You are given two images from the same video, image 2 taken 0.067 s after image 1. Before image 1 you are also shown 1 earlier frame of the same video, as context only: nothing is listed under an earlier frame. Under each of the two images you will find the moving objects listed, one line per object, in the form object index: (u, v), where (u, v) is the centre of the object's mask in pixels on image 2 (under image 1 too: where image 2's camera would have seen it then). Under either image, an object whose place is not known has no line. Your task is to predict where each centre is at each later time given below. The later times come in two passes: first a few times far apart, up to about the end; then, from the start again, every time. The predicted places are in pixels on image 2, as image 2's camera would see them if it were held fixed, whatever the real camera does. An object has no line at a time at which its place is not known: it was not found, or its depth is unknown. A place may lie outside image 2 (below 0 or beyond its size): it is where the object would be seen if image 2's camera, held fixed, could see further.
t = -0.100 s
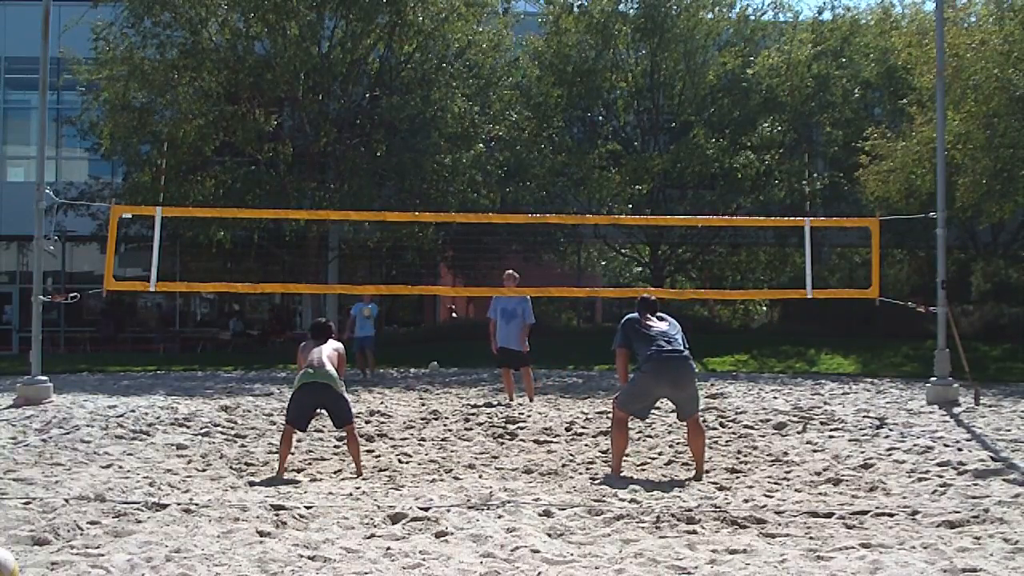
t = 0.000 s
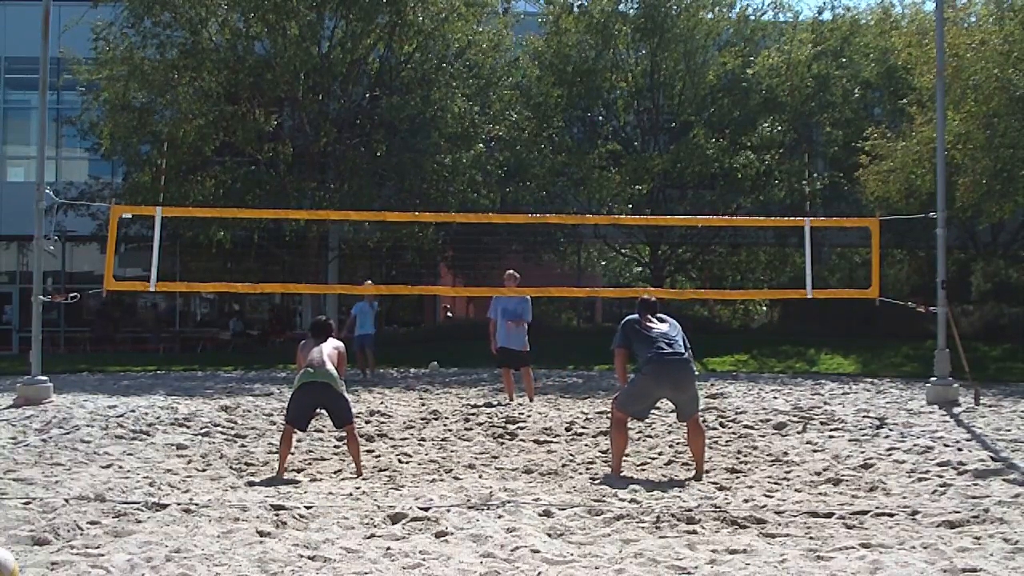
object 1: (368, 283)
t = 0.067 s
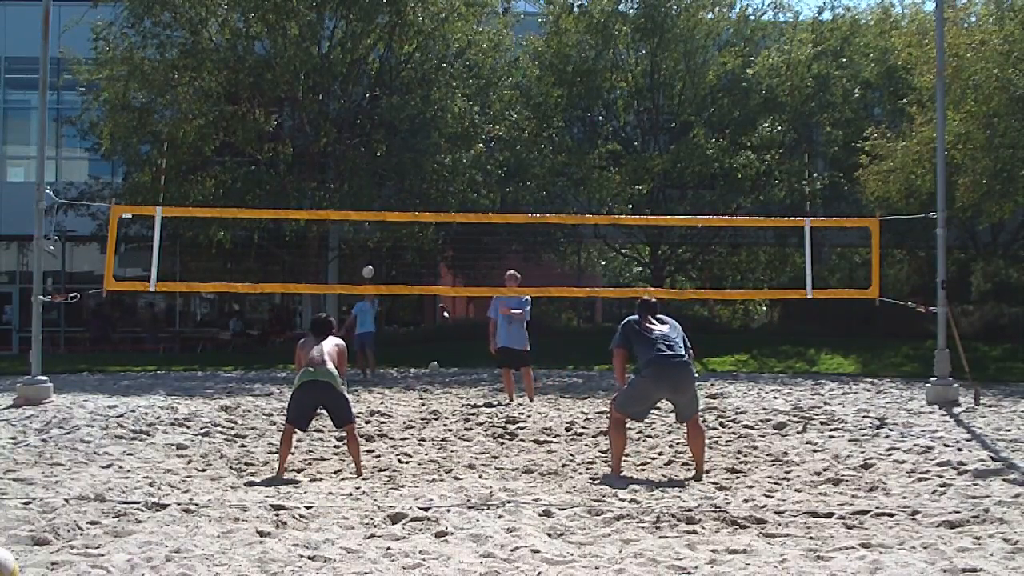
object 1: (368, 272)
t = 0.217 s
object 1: (367, 247)
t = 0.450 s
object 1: (366, 233)
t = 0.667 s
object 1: (365, 247)
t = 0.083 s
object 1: (368, 268)
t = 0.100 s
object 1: (368, 265)
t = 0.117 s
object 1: (367, 262)
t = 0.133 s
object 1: (367, 259)
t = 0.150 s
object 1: (367, 256)
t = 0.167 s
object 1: (367, 254)
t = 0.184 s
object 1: (367, 251)
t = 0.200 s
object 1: (367, 249)
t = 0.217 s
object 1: (367, 247)
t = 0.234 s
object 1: (367, 245)
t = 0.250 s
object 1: (367, 243)
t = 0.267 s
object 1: (367, 241)
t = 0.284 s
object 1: (367, 240)
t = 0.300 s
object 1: (367, 239)
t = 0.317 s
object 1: (367, 237)
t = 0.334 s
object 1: (367, 236)
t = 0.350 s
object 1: (367, 236)
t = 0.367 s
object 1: (367, 235)
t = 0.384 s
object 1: (366, 234)
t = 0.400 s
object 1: (366, 234)
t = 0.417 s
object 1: (366, 233)
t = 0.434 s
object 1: (366, 233)
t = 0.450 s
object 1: (366, 233)
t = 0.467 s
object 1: (366, 233)
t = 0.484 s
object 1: (366, 233)
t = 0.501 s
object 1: (366, 234)
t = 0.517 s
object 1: (366, 234)
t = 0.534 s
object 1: (366, 235)
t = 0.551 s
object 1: (366, 236)
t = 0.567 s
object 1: (366, 237)
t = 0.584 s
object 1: (365, 239)
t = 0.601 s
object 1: (365, 240)
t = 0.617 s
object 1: (365, 241)
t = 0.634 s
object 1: (365, 243)
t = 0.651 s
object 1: (365, 245)
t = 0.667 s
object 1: (365, 247)
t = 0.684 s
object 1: (365, 249)
